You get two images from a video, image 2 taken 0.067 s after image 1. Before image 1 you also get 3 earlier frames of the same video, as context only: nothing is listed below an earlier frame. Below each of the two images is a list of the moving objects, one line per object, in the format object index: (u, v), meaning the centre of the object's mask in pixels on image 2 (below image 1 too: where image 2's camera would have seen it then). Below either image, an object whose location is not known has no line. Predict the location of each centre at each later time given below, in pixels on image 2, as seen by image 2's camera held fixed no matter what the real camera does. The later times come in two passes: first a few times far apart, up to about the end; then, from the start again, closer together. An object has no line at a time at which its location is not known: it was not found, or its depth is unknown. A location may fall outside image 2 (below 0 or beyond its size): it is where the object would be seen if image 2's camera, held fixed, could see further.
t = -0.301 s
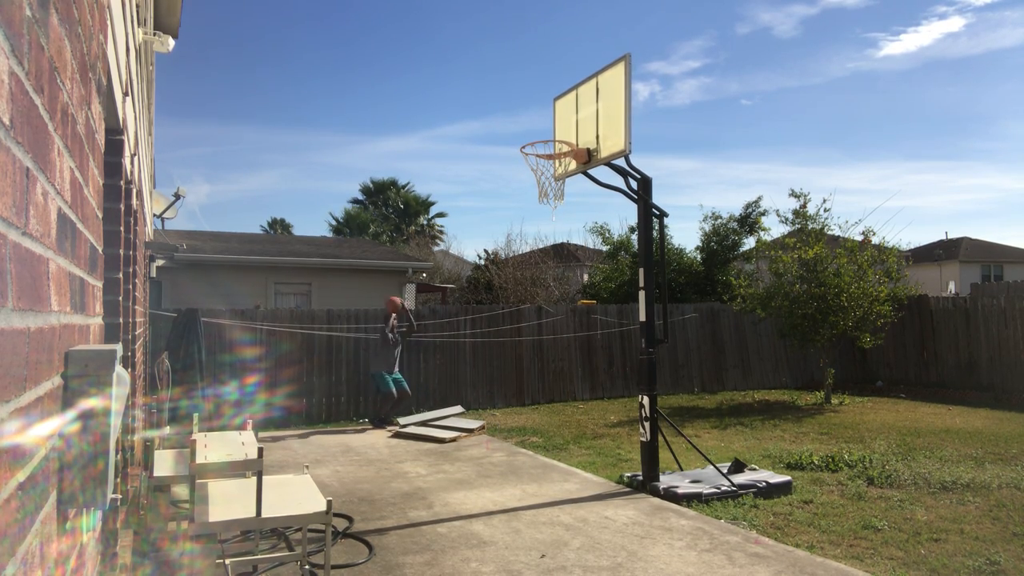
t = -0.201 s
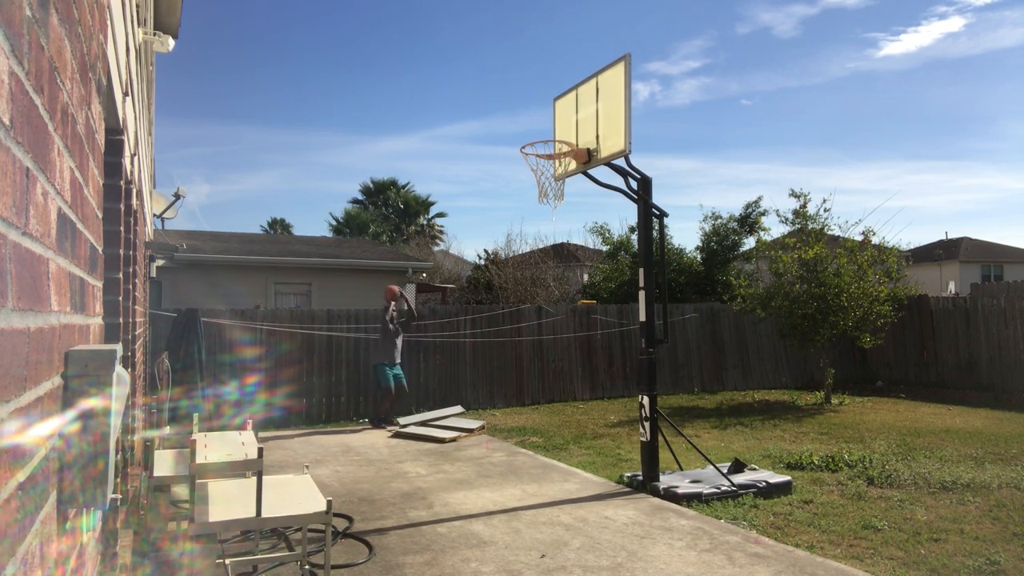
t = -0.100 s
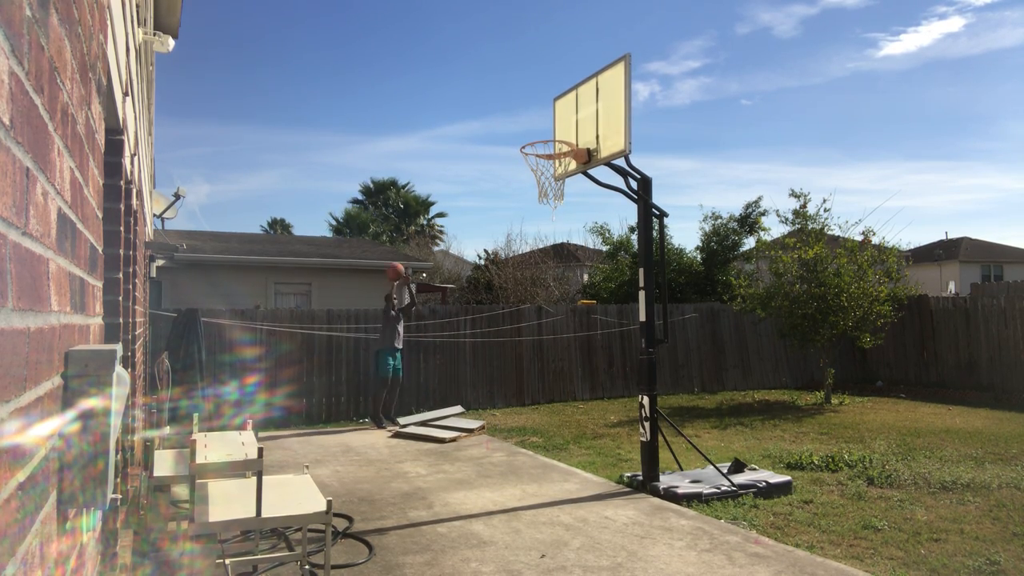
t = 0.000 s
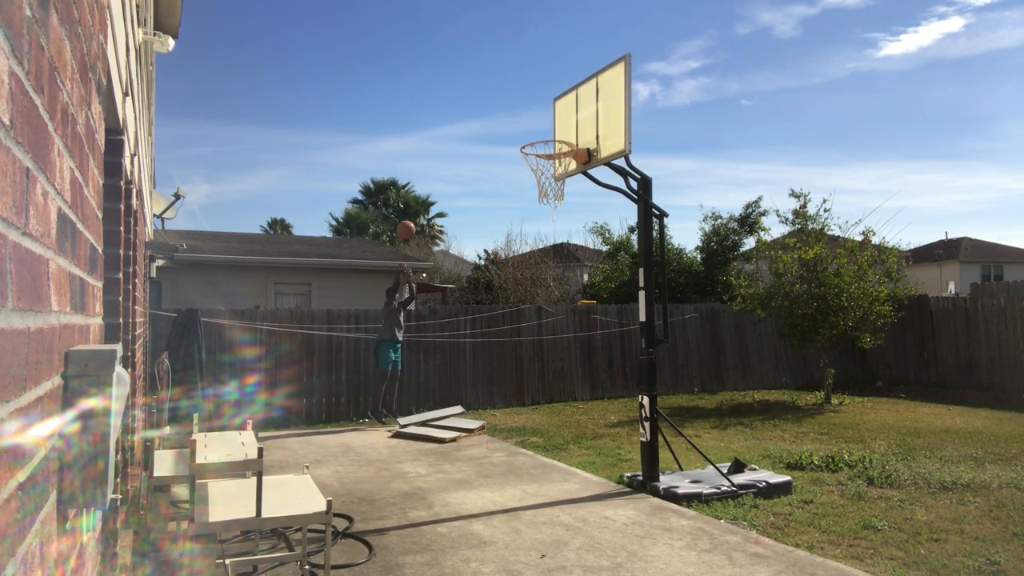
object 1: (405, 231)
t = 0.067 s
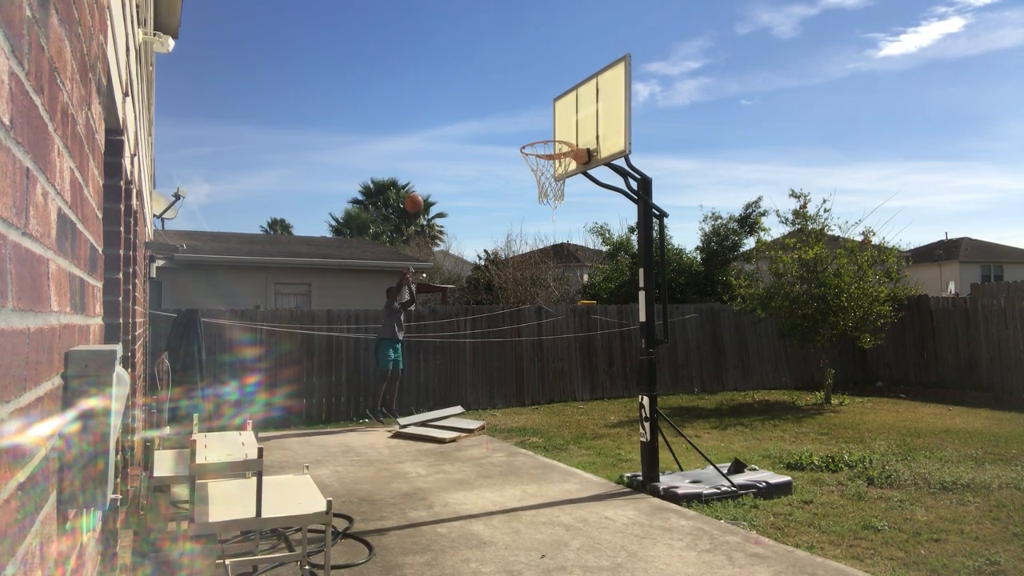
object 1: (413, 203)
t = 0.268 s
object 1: (440, 138)
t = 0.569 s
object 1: (490, 92)
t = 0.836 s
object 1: (548, 120)
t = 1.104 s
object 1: (506, 119)
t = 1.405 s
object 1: (452, 155)
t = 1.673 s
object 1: (408, 263)
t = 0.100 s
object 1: (417, 191)
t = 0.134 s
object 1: (422, 179)
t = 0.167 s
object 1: (426, 168)
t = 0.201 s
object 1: (431, 157)
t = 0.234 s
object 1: (435, 148)
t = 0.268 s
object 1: (440, 138)
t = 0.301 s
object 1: (445, 130)
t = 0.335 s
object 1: (450, 122)
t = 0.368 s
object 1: (455, 115)
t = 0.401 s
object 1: (460, 109)
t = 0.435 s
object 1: (466, 104)
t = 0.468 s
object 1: (472, 99)
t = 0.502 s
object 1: (478, 96)
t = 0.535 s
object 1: (483, 93)
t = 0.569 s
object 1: (490, 92)
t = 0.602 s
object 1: (496, 91)
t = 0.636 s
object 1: (503, 92)
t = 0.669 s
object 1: (510, 93)
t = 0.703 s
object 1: (517, 96)
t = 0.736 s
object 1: (524, 100)
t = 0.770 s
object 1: (532, 105)
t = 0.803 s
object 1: (540, 112)
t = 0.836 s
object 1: (548, 120)
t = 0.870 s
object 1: (556, 129)
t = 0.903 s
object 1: (560, 136)
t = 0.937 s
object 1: (546, 135)
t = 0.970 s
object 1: (532, 134)
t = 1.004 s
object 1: (525, 129)
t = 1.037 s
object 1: (519, 124)
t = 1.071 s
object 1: (512, 121)
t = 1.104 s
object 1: (506, 119)
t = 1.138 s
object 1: (500, 118)
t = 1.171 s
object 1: (493, 118)
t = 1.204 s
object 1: (487, 120)
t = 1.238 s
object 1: (481, 123)
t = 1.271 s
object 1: (475, 127)
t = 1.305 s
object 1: (469, 132)
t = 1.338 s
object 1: (463, 139)
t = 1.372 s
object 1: (457, 146)
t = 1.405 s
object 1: (452, 155)
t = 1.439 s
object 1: (446, 165)
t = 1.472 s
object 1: (440, 176)
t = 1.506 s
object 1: (435, 188)
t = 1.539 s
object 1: (429, 201)
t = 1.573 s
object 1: (423, 215)
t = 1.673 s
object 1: (408, 263)
